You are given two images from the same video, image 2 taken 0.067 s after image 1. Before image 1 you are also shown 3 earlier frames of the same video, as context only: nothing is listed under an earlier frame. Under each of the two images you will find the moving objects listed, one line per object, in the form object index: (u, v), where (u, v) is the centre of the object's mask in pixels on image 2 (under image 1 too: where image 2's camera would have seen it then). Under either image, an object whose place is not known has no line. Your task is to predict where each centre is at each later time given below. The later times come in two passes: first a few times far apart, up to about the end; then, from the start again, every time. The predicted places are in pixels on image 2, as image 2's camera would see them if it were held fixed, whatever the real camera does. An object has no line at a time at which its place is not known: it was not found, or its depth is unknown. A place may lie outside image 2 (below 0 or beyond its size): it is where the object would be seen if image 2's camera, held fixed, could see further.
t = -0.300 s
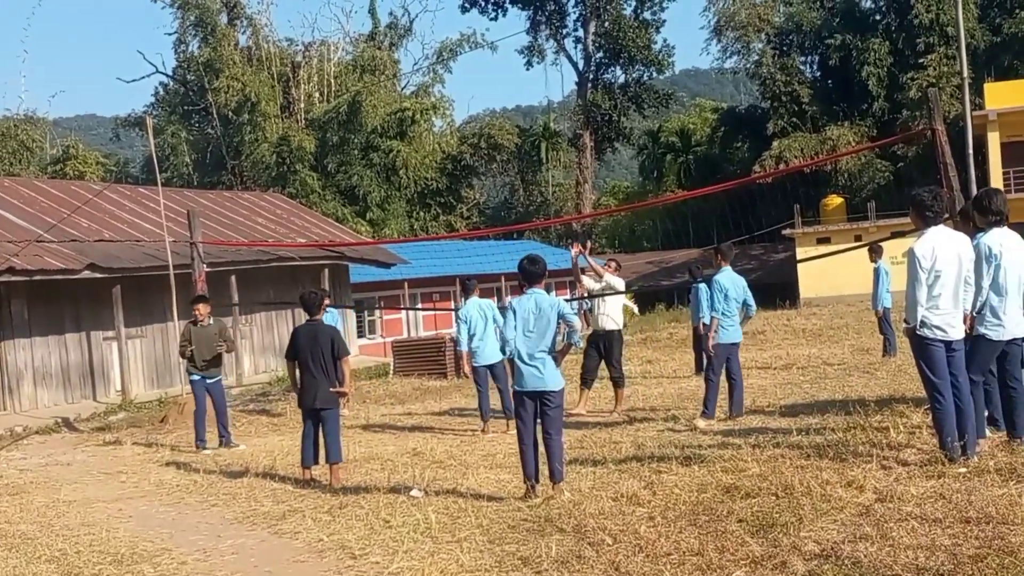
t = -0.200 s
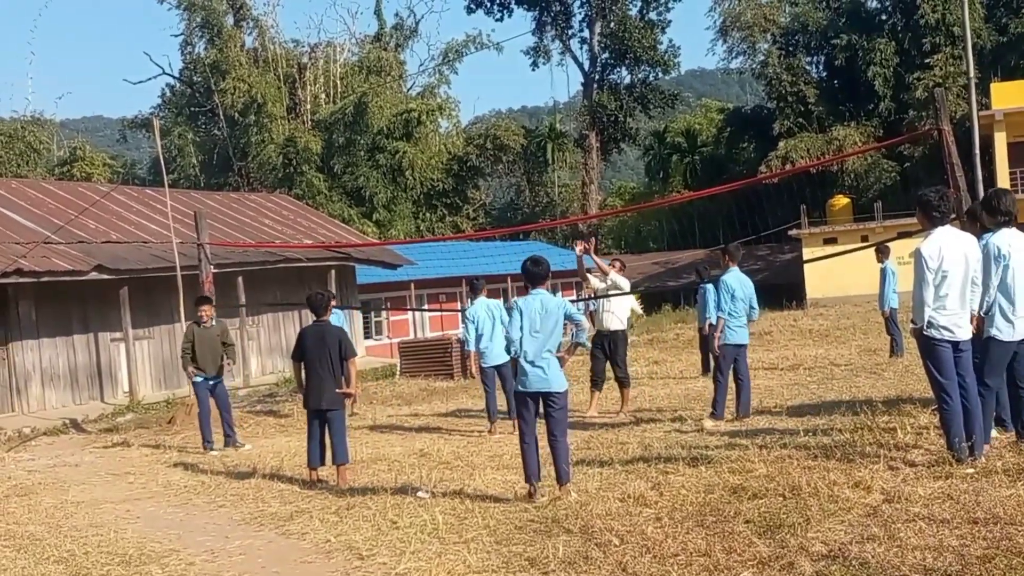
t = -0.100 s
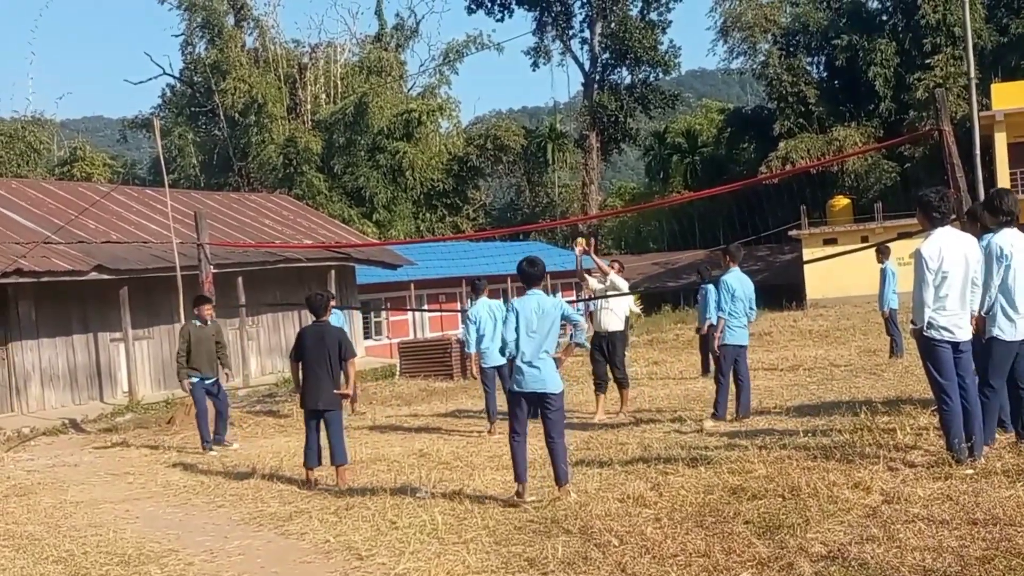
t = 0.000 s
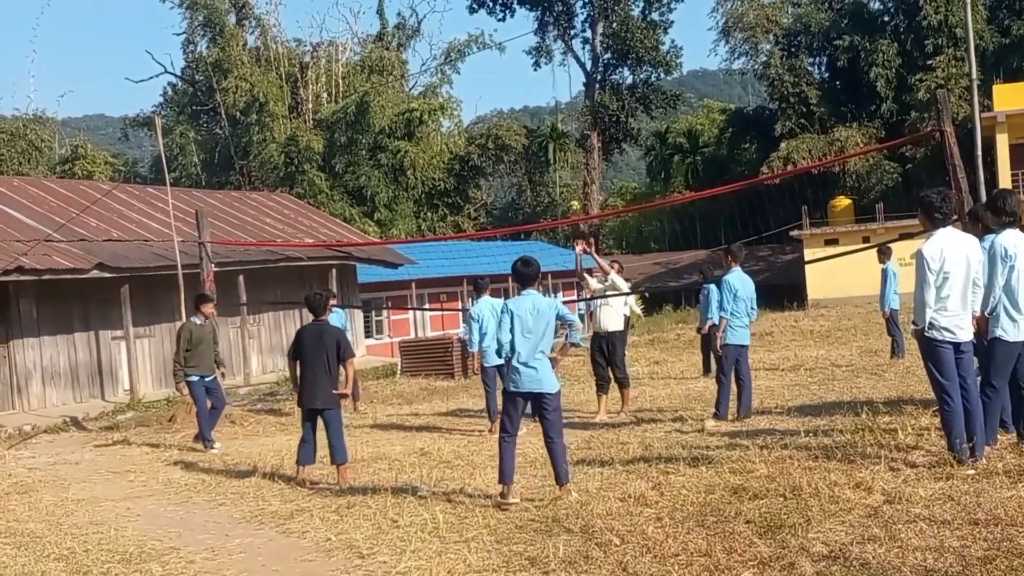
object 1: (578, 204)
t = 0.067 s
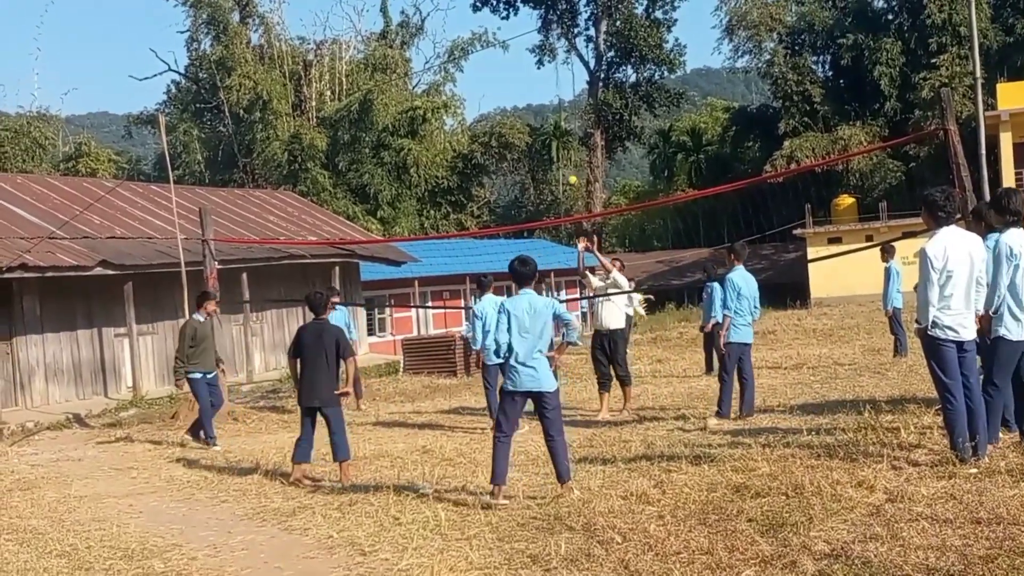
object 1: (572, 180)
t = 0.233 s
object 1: (559, 126)
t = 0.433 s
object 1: (535, 72)
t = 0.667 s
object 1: (501, 28)
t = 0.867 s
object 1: (467, 18)
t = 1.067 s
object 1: (428, 41)
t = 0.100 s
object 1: (569, 168)
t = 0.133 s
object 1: (567, 158)
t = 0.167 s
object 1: (565, 147)
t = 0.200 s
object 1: (560, 135)
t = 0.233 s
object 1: (559, 126)
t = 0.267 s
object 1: (555, 115)
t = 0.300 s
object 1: (552, 106)
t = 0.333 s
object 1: (548, 98)
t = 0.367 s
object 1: (543, 88)
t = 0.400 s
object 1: (539, 79)
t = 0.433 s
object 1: (535, 72)
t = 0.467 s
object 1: (531, 63)
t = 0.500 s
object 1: (527, 56)
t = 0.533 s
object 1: (522, 50)
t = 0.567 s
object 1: (517, 43)
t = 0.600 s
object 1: (512, 37)
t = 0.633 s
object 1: (507, 33)
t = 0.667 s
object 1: (501, 28)
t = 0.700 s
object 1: (497, 25)
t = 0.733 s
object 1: (492, 22)
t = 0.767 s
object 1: (486, 19)
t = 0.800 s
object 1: (479, 18)
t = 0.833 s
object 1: (473, 18)
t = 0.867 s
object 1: (467, 18)
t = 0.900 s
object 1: (461, 19)
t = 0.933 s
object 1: (454, 21)
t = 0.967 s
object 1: (448, 25)
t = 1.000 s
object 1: (440, 29)
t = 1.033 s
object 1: (434, 35)
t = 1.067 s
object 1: (428, 41)
